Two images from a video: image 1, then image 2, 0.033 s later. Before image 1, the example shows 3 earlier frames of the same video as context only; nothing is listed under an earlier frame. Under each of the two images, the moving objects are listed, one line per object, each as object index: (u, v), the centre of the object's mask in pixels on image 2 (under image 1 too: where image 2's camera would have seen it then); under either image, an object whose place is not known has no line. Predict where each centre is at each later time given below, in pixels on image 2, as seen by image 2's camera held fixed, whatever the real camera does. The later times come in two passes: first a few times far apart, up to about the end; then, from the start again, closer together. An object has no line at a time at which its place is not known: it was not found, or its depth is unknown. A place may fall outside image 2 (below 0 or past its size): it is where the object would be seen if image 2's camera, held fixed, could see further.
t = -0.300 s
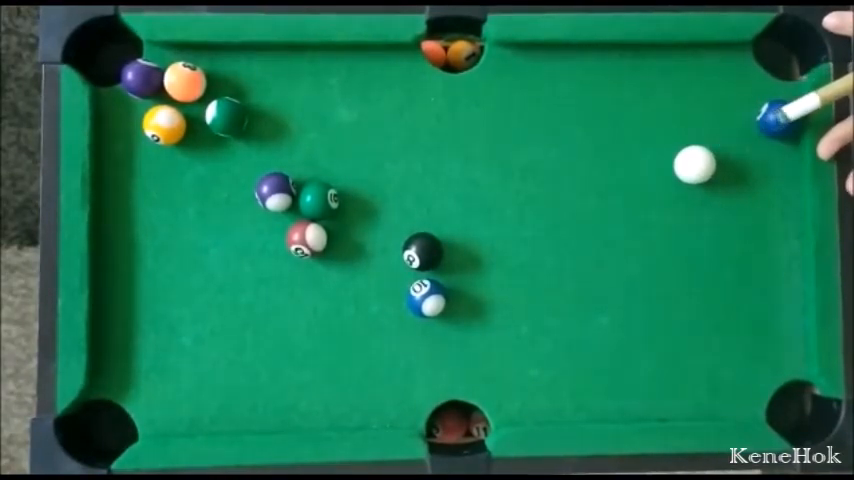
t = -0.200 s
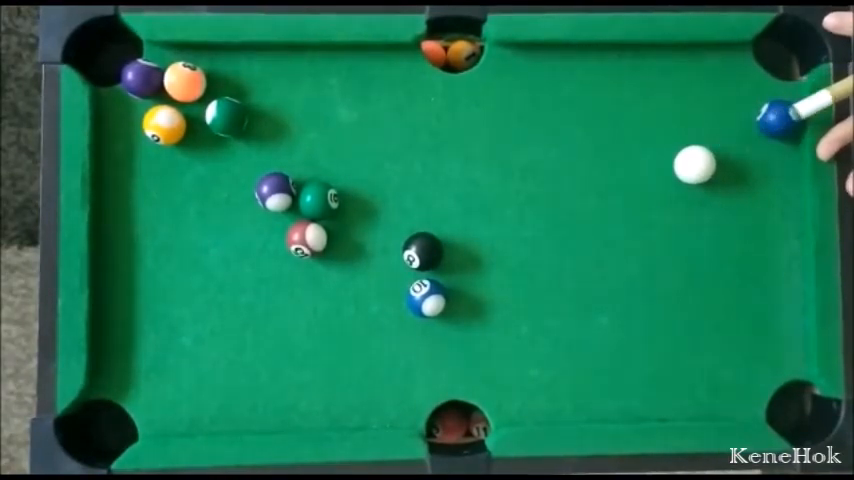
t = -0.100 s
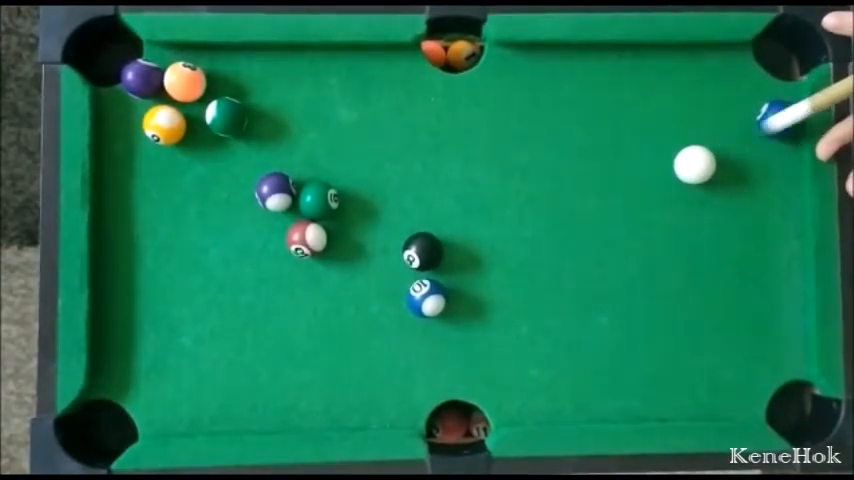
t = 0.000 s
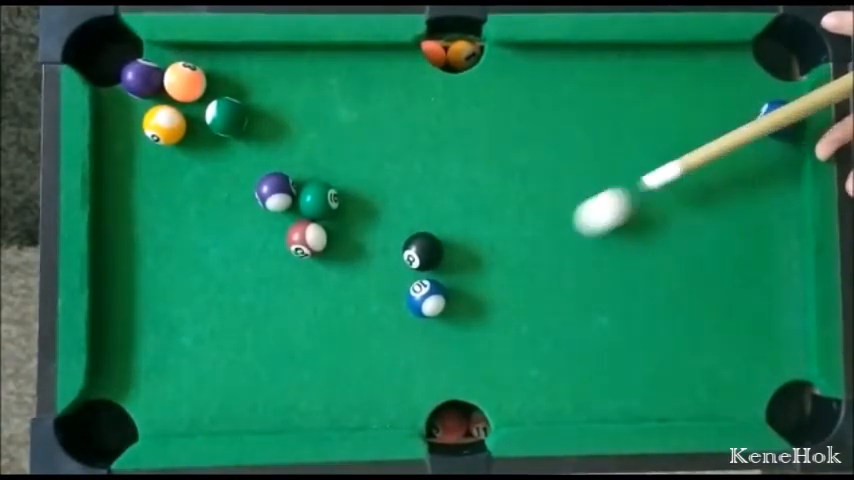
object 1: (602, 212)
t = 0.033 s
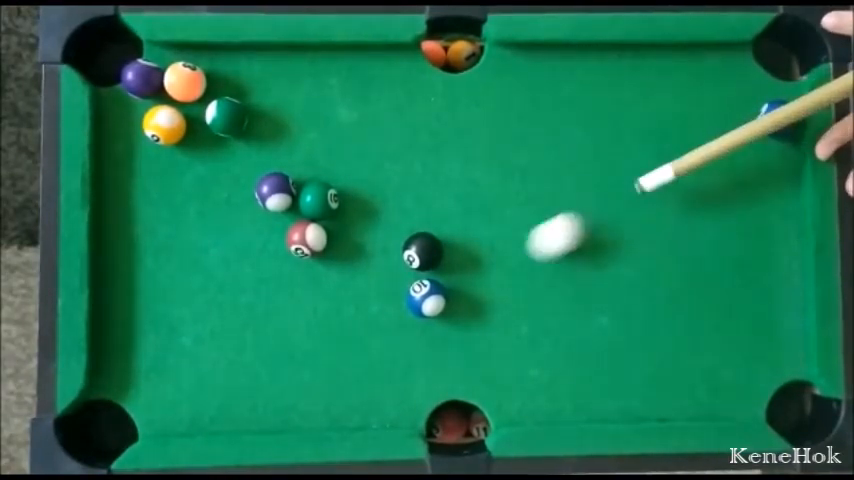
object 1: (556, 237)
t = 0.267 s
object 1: (440, 334)
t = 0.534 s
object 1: (397, 395)
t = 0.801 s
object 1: (383, 401)
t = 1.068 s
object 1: (388, 387)
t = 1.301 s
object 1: (399, 372)
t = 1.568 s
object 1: (410, 352)
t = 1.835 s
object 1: (427, 334)
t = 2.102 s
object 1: (446, 316)
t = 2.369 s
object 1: (464, 295)
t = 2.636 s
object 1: (480, 279)
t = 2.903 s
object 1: (499, 272)
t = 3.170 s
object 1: (510, 261)
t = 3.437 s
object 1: (517, 257)
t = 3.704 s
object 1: (519, 256)
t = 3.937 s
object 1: (519, 256)
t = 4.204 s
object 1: (519, 256)
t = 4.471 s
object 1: (519, 256)
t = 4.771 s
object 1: (519, 256)
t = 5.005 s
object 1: (519, 256)
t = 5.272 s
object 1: (519, 256)
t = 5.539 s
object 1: (519, 256)
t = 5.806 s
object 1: (519, 256)
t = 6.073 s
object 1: (519, 256)
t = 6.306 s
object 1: (519, 256)
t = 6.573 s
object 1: (519, 256)
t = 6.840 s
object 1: (519, 256)
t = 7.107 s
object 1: (519, 256)
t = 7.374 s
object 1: (519, 256)
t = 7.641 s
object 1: (519, 256)
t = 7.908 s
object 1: (519, 256)
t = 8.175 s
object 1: (519, 257)
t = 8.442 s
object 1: (519, 257)
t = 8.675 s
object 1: (519, 257)
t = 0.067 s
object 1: (510, 261)
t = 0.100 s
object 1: (468, 284)
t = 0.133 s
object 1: (465, 293)
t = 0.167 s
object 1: (461, 303)
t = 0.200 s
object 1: (454, 313)
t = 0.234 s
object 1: (446, 324)
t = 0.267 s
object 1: (440, 334)
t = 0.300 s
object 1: (432, 343)
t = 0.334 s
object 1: (426, 352)
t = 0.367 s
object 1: (420, 360)
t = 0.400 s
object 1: (415, 368)
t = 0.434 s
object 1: (409, 375)
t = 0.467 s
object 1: (405, 382)
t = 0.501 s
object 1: (401, 389)
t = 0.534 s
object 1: (397, 395)
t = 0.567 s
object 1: (394, 400)
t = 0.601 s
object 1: (391, 405)
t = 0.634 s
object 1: (389, 409)
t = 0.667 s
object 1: (387, 409)
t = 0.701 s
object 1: (385, 407)
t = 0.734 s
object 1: (385, 405)
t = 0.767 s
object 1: (384, 403)
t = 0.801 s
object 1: (383, 401)
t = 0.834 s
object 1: (383, 400)
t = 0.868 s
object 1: (384, 398)
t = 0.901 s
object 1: (384, 396)
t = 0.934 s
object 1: (385, 394)
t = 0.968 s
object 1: (386, 392)
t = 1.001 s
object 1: (387, 391)
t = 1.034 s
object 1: (388, 389)
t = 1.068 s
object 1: (388, 387)
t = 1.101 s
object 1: (389, 384)
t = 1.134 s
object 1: (391, 382)
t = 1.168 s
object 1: (392, 380)
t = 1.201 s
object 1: (394, 378)
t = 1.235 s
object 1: (395, 376)
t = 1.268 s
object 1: (397, 374)
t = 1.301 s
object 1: (399, 372)
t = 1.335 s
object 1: (400, 369)
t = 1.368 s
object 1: (402, 367)
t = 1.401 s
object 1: (403, 364)
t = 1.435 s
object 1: (404, 362)
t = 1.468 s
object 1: (405, 359)
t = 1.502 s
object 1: (406, 356)
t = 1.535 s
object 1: (408, 354)
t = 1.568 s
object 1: (410, 352)
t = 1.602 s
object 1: (412, 350)
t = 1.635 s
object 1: (413, 347)
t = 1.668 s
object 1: (416, 345)
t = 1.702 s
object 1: (418, 343)
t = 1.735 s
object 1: (420, 340)
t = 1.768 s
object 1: (423, 338)
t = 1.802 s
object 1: (425, 336)
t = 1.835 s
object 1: (427, 334)
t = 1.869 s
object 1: (429, 331)
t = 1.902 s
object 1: (432, 329)
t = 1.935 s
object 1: (434, 327)
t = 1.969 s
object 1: (437, 324)
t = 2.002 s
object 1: (439, 322)
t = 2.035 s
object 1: (441, 320)
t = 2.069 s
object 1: (444, 318)
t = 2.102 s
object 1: (446, 316)
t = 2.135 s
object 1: (448, 313)
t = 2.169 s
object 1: (451, 310)
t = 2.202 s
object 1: (453, 308)
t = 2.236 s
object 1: (456, 305)
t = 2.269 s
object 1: (458, 303)
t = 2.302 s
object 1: (460, 300)
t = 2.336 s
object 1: (462, 298)
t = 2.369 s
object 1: (464, 295)
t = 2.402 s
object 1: (466, 293)
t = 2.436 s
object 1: (467, 291)
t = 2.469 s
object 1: (469, 288)
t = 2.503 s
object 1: (472, 286)
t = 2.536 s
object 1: (474, 284)
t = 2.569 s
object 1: (476, 282)
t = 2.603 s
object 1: (478, 280)
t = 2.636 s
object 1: (480, 279)
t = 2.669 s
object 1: (482, 278)
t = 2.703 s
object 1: (484, 277)
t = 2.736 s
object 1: (487, 276)
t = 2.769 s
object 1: (489, 275)
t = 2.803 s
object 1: (492, 274)
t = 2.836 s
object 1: (494, 273)
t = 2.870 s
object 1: (496, 272)
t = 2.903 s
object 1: (499, 272)
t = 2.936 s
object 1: (501, 271)
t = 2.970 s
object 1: (502, 269)
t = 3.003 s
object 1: (504, 268)
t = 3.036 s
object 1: (505, 267)
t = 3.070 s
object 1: (506, 265)
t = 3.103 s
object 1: (507, 264)
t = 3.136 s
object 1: (509, 262)
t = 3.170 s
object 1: (510, 261)
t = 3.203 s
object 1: (511, 260)
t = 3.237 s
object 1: (512, 260)
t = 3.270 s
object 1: (513, 259)
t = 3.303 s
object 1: (514, 258)
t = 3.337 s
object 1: (515, 258)
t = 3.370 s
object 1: (516, 257)
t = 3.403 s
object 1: (517, 257)
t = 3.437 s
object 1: (517, 257)
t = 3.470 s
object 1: (518, 256)
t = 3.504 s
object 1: (519, 256)
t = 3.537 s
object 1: (519, 256)
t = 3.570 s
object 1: (519, 256)
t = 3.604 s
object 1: (519, 256)
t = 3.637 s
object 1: (519, 256)
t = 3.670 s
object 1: (519, 256)
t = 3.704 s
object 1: (519, 256)
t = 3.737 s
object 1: (519, 256)
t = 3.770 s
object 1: (519, 256)
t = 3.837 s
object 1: (519, 256)
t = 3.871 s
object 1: (519, 256)
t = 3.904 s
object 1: (519, 256)
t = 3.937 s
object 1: (519, 256)
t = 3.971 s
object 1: (519, 256)
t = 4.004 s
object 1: (519, 256)
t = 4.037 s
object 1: (519, 256)
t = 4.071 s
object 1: (519, 256)
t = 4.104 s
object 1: (519, 256)
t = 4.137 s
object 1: (519, 256)
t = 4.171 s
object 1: (519, 256)
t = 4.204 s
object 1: (519, 256)
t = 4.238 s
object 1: (519, 256)
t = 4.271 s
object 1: (519, 256)
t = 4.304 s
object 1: (519, 256)
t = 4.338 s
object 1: (519, 256)
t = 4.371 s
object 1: (519, 256)
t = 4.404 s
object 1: (519, 256)
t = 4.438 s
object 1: (519, 256)
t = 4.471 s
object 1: (519, 256)
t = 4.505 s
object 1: (519, 256)
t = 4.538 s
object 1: (519, 256)
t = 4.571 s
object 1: (519, 256)
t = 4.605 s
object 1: (519, 256)
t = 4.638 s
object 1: (519, 256)
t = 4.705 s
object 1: (519, 256)
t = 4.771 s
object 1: (519, 256)
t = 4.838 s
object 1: (519, 256)
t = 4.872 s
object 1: (519, 256)
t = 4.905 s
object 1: (519, 256)
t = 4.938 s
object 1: (519, 256)
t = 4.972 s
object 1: (519, 256)
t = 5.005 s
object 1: (519, 256)
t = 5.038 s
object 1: (519, 256)
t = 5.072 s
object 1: (519, 256)
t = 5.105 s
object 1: (519, 256)
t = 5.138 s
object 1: (519, 256)
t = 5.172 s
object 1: (519, 256)
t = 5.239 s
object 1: (519, 256)
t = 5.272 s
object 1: (519, 256)
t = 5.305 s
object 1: (519, 256)
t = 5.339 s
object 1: (519, 256)
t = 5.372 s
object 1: (519, 256)
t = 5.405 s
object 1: (519, 256)
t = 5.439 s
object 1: (519, 256)
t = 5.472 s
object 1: (519, 256)
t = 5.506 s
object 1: (519, 256)
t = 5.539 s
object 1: (519, 256)
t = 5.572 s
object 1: (519, 256)
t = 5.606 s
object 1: (519, 256)
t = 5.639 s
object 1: (519, 256)
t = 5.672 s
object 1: (519, 256)
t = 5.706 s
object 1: (519, 256)
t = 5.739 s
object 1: (519, 256)
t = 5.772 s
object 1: (519, 256)
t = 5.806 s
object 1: (519, 256)
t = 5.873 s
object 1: (519, 256)
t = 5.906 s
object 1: (519, 256)
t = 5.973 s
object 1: (519, 256)
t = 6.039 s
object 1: (519, 256)
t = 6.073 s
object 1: (519, 256)
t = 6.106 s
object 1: (519, 256)
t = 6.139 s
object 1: (519, 256)
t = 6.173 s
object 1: (519, 256)
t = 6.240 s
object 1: (519, 256)
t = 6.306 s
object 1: (519, 256)
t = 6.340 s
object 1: (519, 256)
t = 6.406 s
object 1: (519, 256)
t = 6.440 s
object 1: (519, 256)
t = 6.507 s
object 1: (519, 256)
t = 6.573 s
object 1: (519, 256)
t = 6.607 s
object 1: (519, 256)
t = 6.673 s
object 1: (519, 256)
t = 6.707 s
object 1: (519, 256)
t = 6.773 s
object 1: (519, 256)
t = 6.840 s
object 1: (519, 256)
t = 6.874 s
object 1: (519, 256)
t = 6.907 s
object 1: (519, 256)
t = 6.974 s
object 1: (519, 256)
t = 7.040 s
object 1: (519, 256)
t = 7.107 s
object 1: (519, 256)
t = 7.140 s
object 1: (519, 256)
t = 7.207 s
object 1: (519, 256)
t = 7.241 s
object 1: (519, 256)
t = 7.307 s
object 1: (519, 256)
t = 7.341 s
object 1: (519, 256)
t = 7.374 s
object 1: (519, 256)
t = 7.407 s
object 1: (519, 256)
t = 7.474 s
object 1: (519, 256)
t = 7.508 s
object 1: (519, 256)
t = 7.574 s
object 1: (519, 256)
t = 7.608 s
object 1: (519, 256)
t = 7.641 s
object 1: (519, 256)
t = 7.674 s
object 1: (519, 256)
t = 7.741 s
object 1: (519, 256)
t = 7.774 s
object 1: (519, 256)
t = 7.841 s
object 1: (519, 256)
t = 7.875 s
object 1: (519, 256)
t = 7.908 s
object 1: (519, 256)
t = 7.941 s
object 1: (519, 256)
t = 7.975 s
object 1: (519, 256)
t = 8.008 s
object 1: (519, 256)
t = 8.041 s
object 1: (519, 256)
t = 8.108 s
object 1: (519, 256)
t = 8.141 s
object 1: (519, 256)
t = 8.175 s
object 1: (519, 257)
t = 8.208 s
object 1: (519, 257)
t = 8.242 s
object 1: (519, 257)
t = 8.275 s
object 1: (519, 257)
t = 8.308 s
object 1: (519, 257)
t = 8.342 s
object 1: (519, 256)
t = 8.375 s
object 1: (519, 257)
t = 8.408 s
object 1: (519, 257)
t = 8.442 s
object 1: (519, 257)
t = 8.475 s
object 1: (519, 257)
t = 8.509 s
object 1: (519, 257)
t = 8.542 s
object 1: (519, 257)
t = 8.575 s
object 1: (519, 257)
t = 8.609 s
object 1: (519, 257)
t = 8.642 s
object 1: (519, 256)
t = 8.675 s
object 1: (519, 257)
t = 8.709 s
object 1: (519, 256)
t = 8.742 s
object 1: (519, 257)
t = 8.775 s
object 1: (519, 256)
